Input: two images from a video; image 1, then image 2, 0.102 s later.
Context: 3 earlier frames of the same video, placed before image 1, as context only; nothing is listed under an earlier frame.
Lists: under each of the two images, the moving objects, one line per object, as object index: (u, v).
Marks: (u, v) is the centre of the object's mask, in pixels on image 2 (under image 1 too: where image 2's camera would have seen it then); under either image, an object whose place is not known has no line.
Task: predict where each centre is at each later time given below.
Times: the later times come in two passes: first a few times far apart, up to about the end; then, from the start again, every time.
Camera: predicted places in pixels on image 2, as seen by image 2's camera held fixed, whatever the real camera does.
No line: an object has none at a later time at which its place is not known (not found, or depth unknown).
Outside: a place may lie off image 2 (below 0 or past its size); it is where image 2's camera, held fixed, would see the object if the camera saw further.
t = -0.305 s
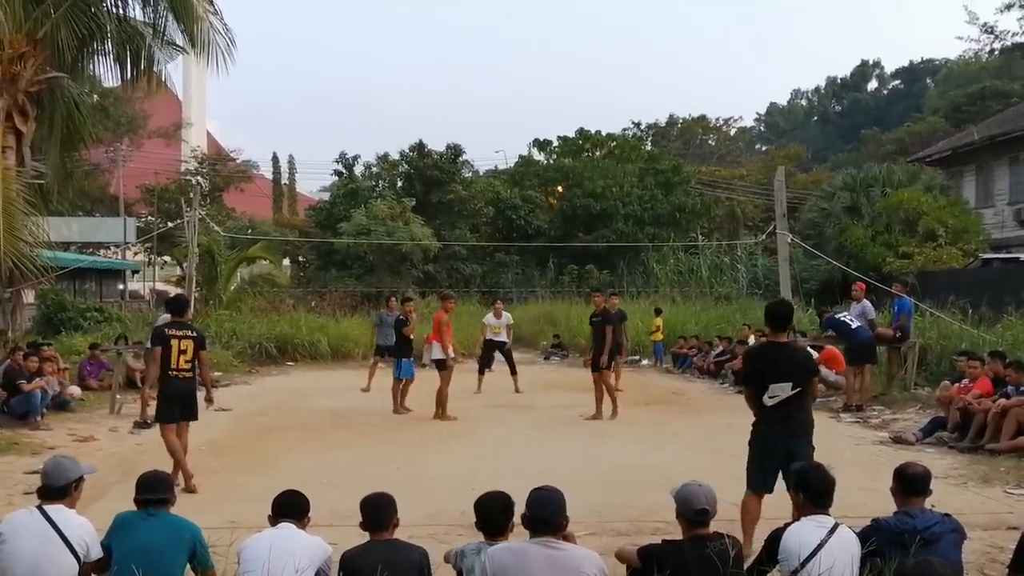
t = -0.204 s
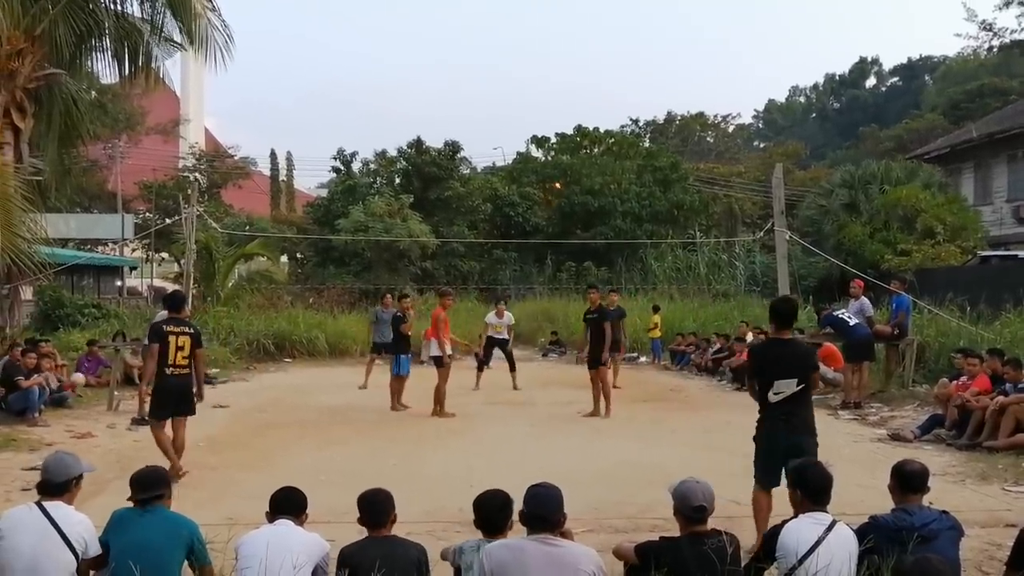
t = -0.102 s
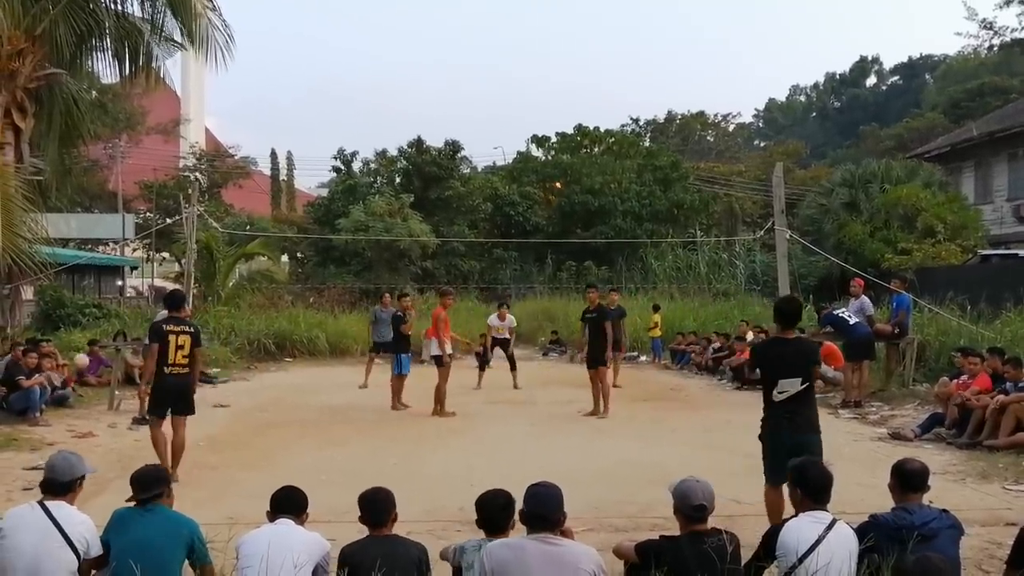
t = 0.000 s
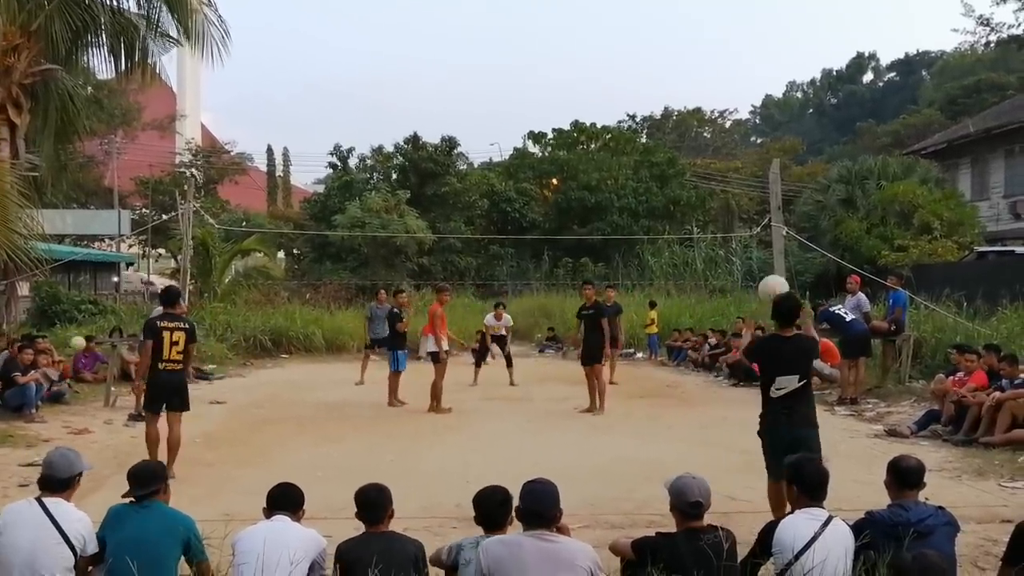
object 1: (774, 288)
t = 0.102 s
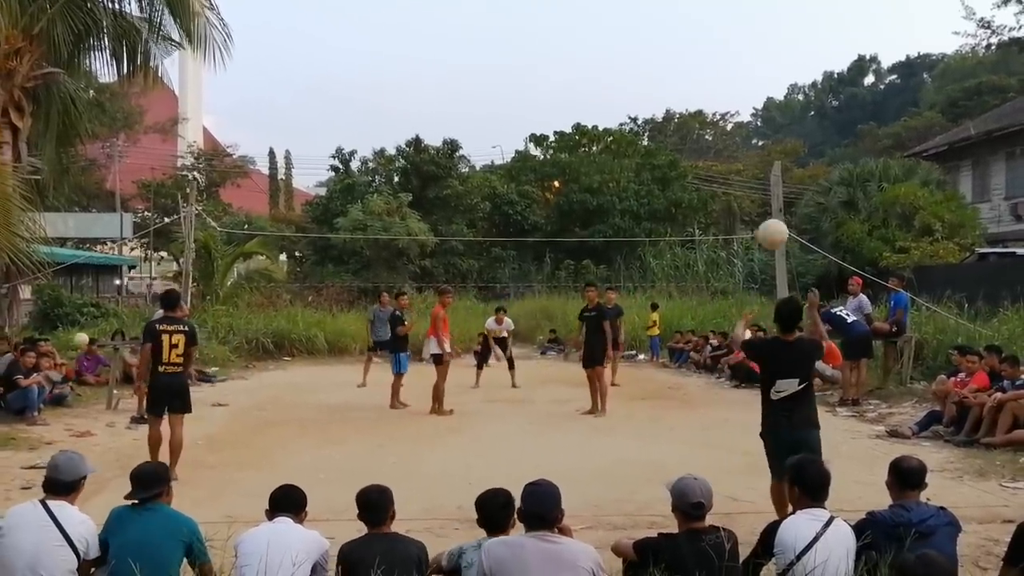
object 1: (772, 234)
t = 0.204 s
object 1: (770, 191)
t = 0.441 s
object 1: (765, 149)
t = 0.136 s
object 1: (772, 218)
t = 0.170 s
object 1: (771, 204)
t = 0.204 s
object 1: (770, 191)
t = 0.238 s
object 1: (769, 180)
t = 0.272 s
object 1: (769, 170)
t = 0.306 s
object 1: (768, 162)
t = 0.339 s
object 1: (767, 156)
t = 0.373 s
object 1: (766, 152)
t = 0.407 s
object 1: (765, 150)
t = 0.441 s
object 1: (765, 149)
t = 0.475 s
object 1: (764, 149)
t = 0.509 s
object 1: (763, 152)
